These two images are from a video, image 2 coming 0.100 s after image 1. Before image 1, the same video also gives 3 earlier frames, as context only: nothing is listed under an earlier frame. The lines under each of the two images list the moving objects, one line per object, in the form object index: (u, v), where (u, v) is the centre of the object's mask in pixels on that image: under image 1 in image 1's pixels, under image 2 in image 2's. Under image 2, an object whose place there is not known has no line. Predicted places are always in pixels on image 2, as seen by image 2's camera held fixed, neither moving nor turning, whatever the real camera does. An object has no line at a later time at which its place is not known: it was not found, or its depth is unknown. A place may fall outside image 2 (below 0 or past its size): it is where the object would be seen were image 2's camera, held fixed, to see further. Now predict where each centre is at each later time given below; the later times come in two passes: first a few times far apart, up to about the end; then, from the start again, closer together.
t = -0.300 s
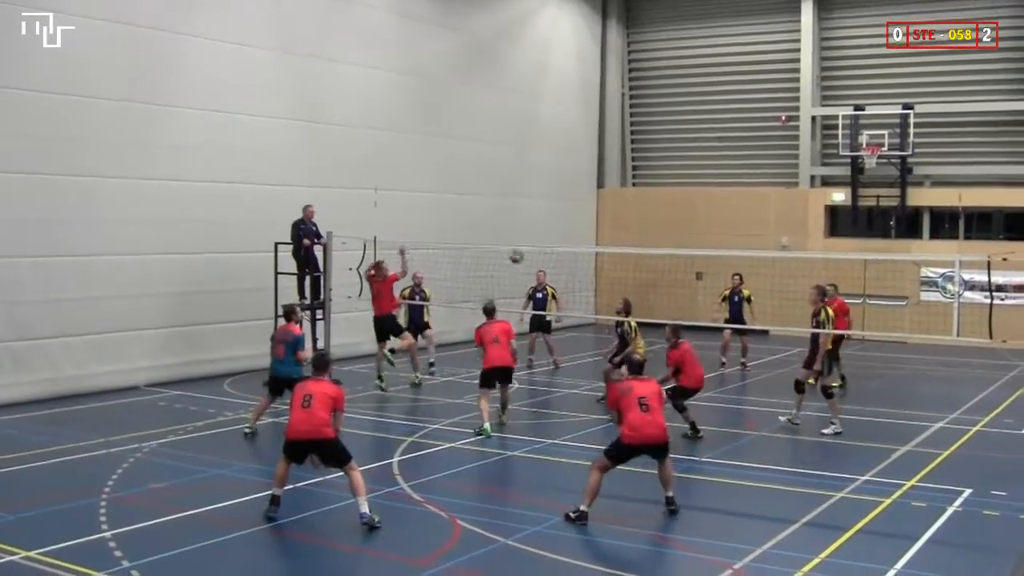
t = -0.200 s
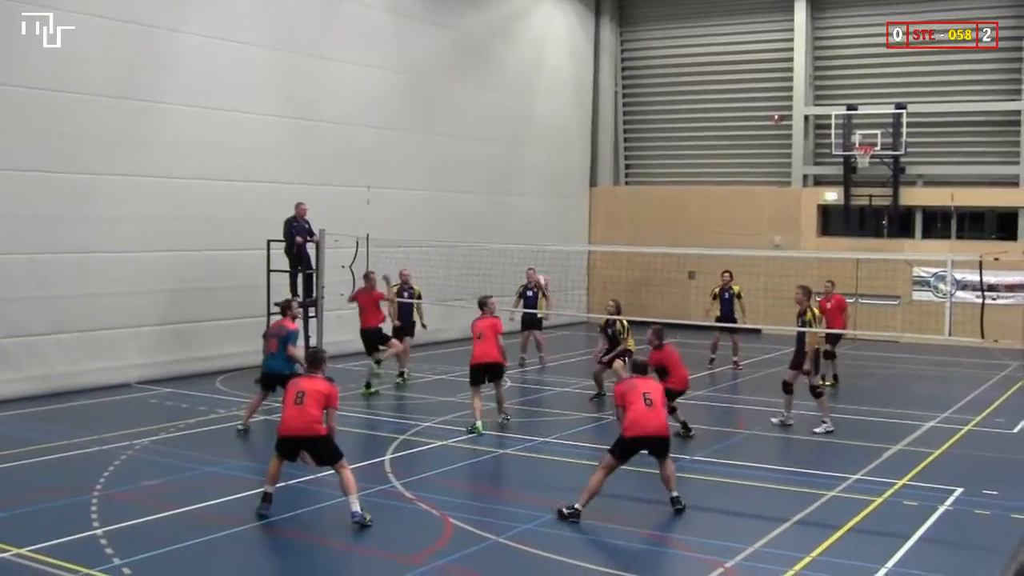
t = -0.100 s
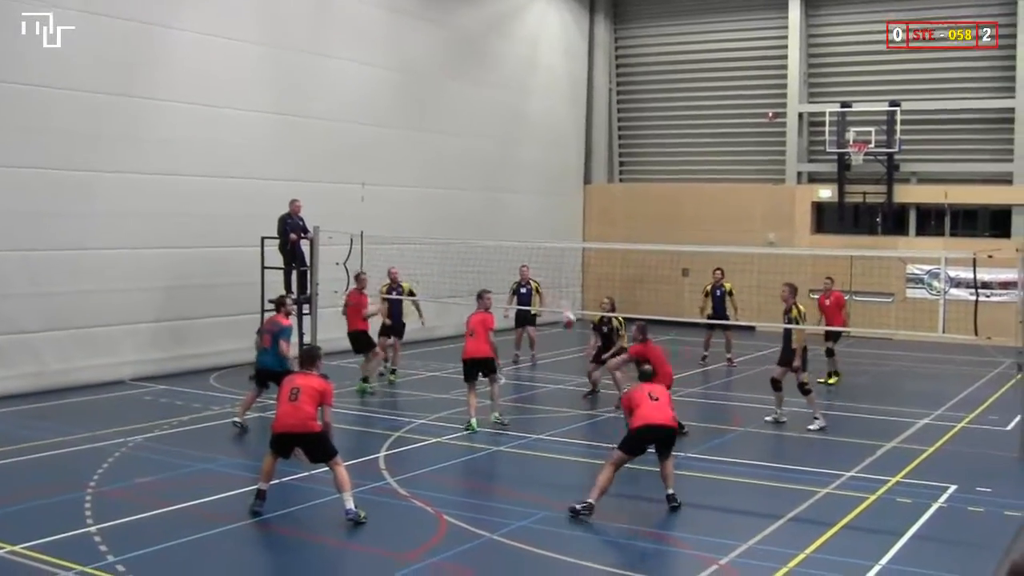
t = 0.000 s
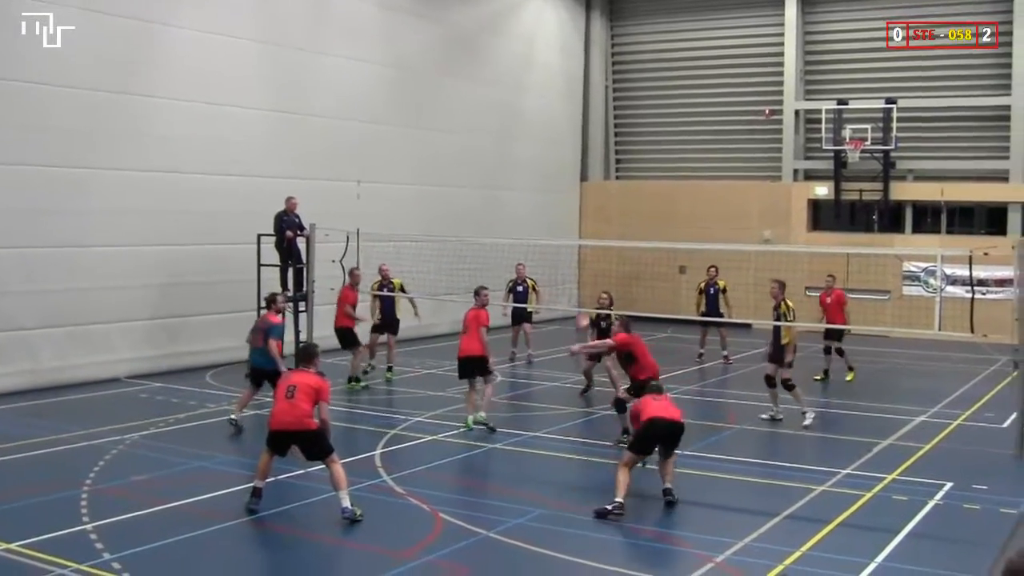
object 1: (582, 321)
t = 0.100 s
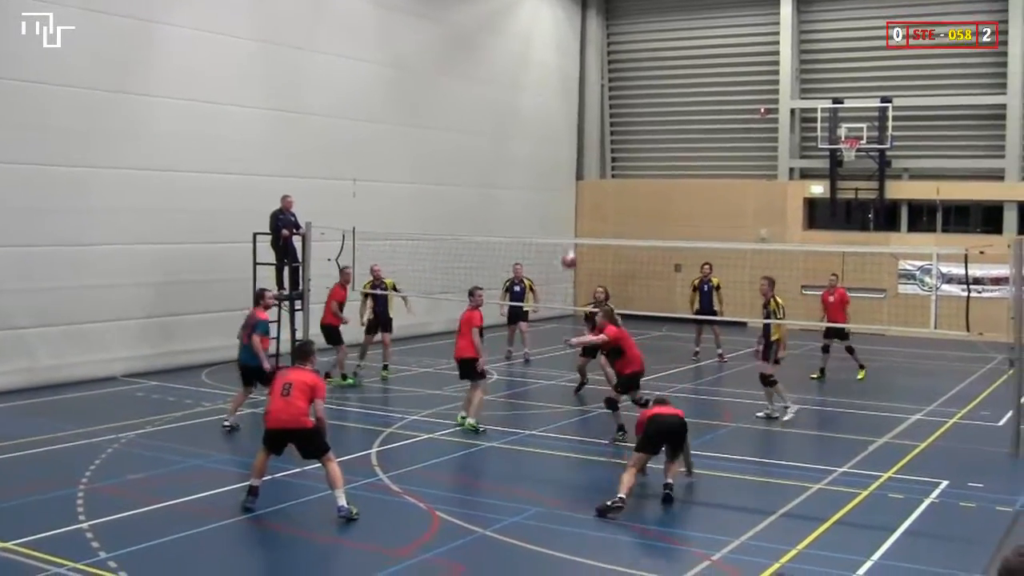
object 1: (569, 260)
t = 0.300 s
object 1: (552, 159)
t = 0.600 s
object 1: (528, 72)
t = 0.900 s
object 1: (504, 54)
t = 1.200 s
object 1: (480, 110)
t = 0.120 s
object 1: (568, 249)
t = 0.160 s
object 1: (563, 227)
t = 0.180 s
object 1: (563, 216)
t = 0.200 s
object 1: (561, 206)
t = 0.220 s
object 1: (559, 196)
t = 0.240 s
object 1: (557, 188)
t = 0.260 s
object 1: (555, 178)
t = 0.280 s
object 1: (553, 168)
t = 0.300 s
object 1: (552, 159)
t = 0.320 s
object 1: (551, 151)
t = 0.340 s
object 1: (550, 144)
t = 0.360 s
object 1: (547, 137)
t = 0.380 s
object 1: (546, 130)
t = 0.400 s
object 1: (544, 123)
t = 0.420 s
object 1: (542, 116)
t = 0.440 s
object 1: (541, 110)
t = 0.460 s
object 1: (539, 104)
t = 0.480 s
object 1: (537, 99)
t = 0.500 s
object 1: (535, 93)
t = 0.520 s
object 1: (534, 88)
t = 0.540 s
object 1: (532, 84)
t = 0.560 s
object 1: (531, 80)
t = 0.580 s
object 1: (530, 76)
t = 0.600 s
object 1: (528, 72)
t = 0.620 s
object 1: (526, 69)
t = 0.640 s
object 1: (524, 66)
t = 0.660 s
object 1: (523, 63)
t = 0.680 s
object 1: (521, 61)
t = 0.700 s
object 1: (519, 59)
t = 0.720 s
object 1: (517, 56)
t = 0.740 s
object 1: (516, 55)
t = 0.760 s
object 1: (515, 54)
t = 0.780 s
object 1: (513, 54)
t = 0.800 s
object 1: (511, 53)
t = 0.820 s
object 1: (510, 53)
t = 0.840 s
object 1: (509, 53)
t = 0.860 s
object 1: (507, 53)
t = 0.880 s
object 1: (505, 54)
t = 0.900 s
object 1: (504, 54)
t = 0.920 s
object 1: (502, 57)
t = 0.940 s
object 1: (501, 58)
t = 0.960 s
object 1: (499, 60)
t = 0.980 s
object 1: (498, 63)
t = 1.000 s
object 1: (496, 66)
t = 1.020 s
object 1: (495, 69)
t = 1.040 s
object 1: (493, 73)
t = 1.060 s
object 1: (491, 76)
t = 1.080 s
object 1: (490, 80)
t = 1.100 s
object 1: (488, 85)
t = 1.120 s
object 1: (486, 89)
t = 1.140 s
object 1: (484, 94)
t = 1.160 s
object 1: (483, 99)
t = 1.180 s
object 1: (482, 105)
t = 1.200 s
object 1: (480, 110)
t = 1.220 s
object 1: (478, 117)
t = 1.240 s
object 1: (477, 124)
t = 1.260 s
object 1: (475, 130)
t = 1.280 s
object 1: (474, 138)
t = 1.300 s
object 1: (472, 147)
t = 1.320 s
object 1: (471, 154)
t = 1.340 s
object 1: (468, 162)
